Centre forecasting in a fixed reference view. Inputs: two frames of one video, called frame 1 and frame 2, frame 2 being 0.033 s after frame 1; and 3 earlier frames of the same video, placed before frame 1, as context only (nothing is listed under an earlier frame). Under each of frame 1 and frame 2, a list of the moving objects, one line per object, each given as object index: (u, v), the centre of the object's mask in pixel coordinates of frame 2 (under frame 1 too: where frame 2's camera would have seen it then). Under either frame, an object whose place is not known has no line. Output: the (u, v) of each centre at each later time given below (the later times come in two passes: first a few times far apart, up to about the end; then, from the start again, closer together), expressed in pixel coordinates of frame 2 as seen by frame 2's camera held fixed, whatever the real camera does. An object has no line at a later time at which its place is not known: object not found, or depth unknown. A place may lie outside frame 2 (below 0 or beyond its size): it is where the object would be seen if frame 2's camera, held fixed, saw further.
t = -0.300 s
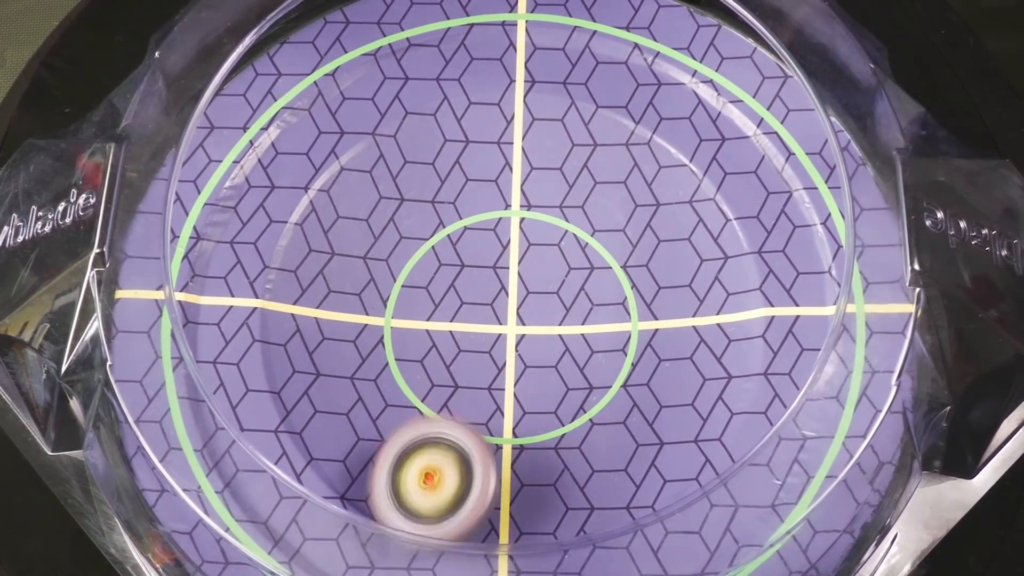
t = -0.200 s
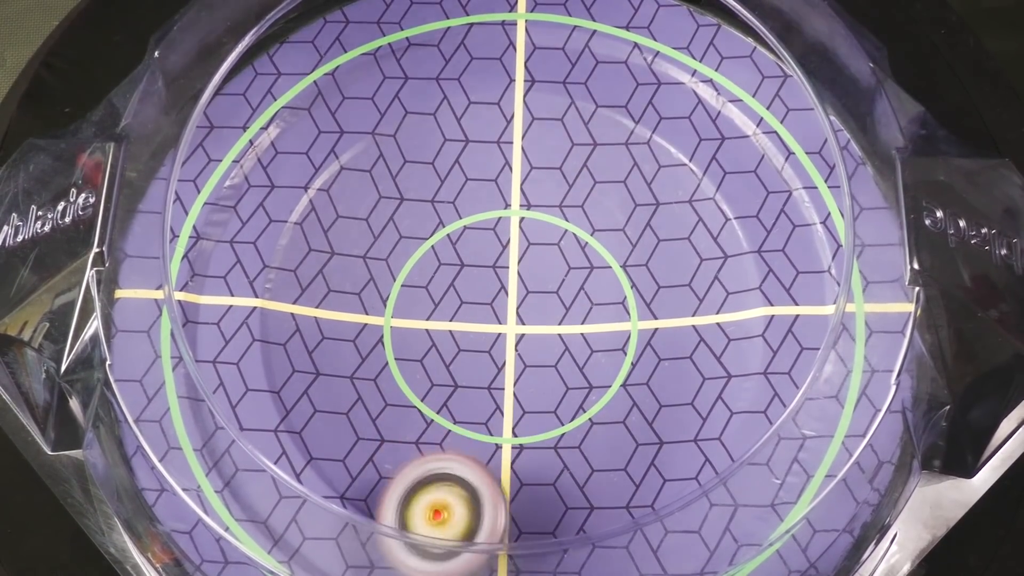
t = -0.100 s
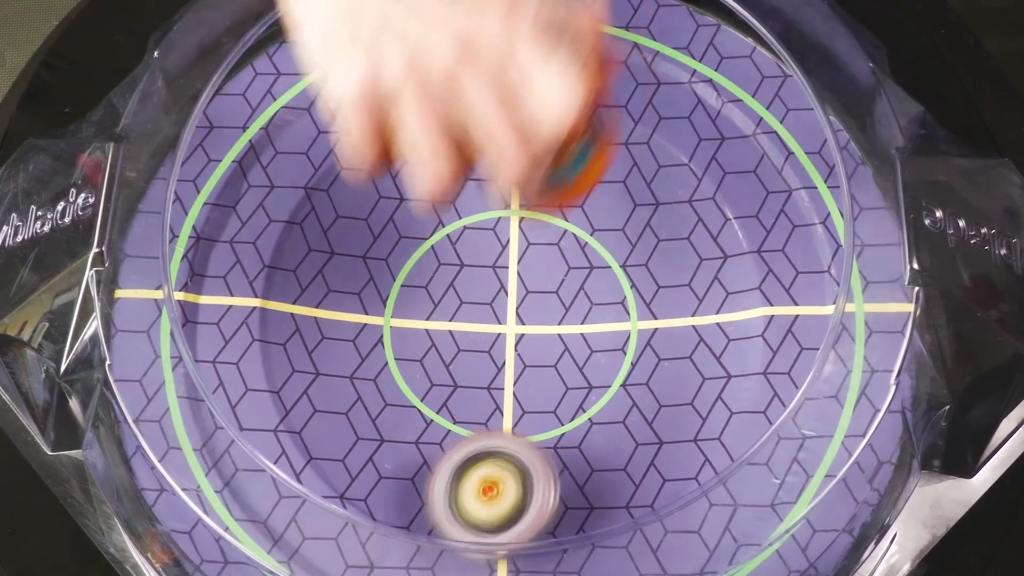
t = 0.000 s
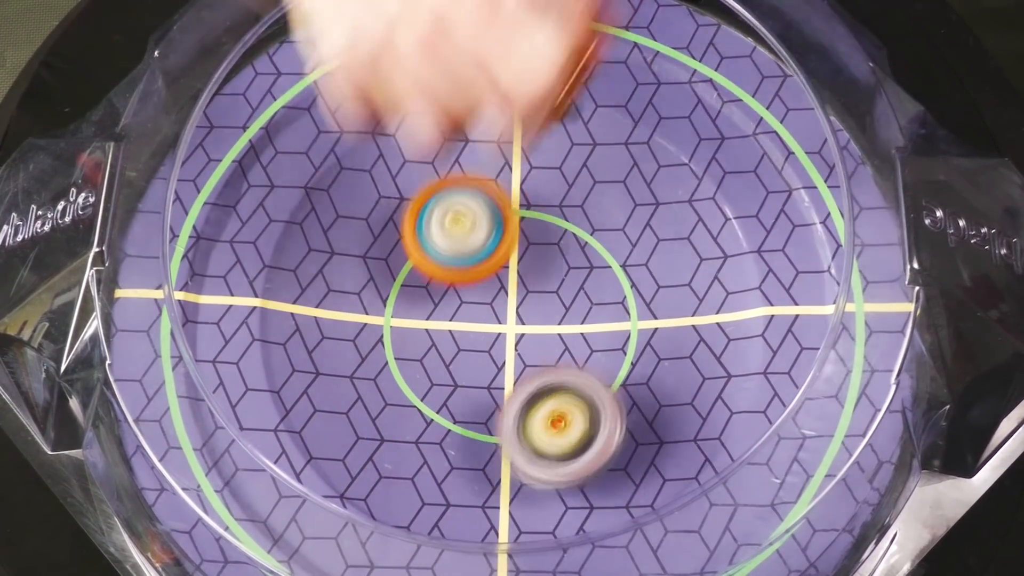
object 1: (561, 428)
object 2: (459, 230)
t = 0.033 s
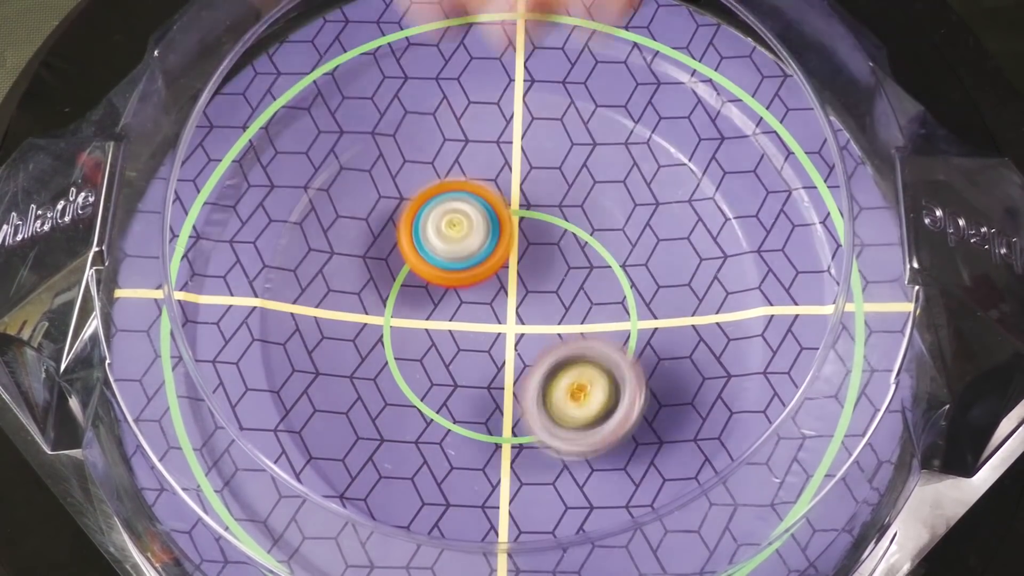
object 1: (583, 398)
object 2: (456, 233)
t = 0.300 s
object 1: (611, 197)
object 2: (500, 347)
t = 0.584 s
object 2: (598, 300)
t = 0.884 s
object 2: (441, 242)
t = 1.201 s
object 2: (557, 469)
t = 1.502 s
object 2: (769, 180)
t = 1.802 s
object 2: (568, 31)
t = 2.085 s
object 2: (376, 106)
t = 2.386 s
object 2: (274, 153)
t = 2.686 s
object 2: (346, 339)
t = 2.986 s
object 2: (729, 358)
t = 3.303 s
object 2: (678, 78)
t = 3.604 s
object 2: (471, 59)
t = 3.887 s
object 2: (348, 165)
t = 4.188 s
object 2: (471, 456)
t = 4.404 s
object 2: (771, 304)
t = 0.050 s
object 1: (592, 382)
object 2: (455, 233)
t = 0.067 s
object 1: (601, 366)
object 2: (455, 236)
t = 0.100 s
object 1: (618, 334)
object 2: (456, 249)
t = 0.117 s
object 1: (624, 317)
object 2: (457, 259)
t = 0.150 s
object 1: (636, 285)
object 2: (463, 271)
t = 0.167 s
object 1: (638, 271)
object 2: (467, 278)
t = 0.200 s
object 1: (641, 245)
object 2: (474, 296)
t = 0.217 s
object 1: (639, 234)
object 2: (477, 304)
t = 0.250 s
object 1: (632, 215)
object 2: (485, 323)
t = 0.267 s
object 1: (625, 208)
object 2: (490, 332)
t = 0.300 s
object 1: (611, 197)
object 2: (500, 347)
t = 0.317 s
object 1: (602, 195)
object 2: (506, 353)
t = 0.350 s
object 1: (580, 194)
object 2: (519, 361)
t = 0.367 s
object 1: (567, 196)
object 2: (526, 364)
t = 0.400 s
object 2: (542, 367)
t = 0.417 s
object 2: (551, 366)
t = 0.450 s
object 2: (566, 361)
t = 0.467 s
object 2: (573, 356)
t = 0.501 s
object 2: (584, 344)
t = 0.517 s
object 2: (589, 337)
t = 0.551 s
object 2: (596, 320)
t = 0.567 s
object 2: (598, 310)
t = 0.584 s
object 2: (598, 300)
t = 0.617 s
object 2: (596, 280)
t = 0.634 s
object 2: (593, 271)
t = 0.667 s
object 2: (583, 253)
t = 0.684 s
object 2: (576, 245)
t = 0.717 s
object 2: (558, 231)
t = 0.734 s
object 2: (548, 225)
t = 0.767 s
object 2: (524, 218)
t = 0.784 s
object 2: (512, 217)
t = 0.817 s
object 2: (486, 219)
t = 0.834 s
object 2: (474, 222)
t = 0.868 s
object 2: (451, 234)
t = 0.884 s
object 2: (441, 242)
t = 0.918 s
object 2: (423, 262)
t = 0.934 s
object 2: (416, 274)
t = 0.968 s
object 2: (407, 301)
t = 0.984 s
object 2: (405, 316)
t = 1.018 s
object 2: (406, 345)
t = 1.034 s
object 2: (411, 361)
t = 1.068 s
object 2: (425, 391)
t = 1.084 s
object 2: (435, 404)
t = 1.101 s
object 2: (446, 418)
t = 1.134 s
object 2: (477, 442)
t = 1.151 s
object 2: (495, 452)
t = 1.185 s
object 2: (535, 466)
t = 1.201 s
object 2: (557, 469)
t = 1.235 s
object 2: (598, 469)
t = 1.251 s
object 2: (618, 466)
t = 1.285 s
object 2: (655, 452)
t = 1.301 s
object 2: (674, 441)
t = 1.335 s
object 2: (710, 412)
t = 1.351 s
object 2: (726, 392)
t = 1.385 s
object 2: (752, 345)
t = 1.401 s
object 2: (758, 320)
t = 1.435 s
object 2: (767, 267)
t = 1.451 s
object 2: (769, 243)
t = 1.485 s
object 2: (769, 199)
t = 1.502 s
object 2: (769, 180)
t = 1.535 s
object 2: (766, 144)
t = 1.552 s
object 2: (761, 127)
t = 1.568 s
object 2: (754, 111)
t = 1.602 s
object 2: (736, 84)
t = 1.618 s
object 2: (724, 72)
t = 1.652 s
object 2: (698, 51)
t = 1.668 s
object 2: (685, 45)
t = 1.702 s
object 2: (658, 37)
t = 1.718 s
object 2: (645, 35)
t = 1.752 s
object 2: (617, 32)
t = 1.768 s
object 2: (601, 31)
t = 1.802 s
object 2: (568, 31)
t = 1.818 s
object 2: (550, 32)
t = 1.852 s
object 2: (513, 37)
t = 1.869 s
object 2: (498, 39)
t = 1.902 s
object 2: (467, 46)
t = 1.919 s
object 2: (455, 50)
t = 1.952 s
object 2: (434, 61)
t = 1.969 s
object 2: (425, 66)
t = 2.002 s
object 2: (408, 77)
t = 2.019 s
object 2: (401, 83)
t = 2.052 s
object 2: (388, 95)
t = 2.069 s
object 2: (382, 100)
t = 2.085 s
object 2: (376, 106)
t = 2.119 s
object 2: (362, 102)
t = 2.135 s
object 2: (354, 100)
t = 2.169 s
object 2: (338, 95)
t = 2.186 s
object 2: (330, 95)
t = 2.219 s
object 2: (314, 94)
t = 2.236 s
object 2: (308, 94)
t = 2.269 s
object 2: (295, 101)
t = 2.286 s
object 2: (290, 108)
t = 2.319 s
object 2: (283, 122)
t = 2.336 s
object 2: (280, 129)
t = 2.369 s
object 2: (276, 145)
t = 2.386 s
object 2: (274, 153)
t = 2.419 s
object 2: (271, 167)
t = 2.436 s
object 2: (272, 174)
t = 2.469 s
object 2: (272, 189)
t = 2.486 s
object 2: (272, 197)
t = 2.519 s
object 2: (273, 210)
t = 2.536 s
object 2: (275, 217)
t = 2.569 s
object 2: (282, 236)
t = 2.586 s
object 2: (288, 247)
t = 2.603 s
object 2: (295, 259)
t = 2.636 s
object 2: (312, 288)
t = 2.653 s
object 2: (322, 304)
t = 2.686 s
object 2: (346, 339)
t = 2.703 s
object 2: (360, 356)
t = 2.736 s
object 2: (394, 389)
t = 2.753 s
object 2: (412, 405)
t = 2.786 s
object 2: (454, 428)
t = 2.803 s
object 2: (478, 436)
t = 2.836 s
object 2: (529, 446)
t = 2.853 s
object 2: (555, 445)
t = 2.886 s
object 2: (604, 436)
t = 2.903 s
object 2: (629, 429)
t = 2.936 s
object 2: (674, 406)
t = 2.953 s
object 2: (693, 392)
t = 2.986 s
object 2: (729, 358)
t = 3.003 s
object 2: (745, 338)
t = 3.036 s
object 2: (766, 295)
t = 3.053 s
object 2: (772, 274)
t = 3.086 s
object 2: (781, 236)
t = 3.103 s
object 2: (784, 218)
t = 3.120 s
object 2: (785, 201)
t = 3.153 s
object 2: (783, 170)
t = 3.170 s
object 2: (779, 155)
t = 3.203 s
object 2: (765, 130)
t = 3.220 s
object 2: (754, 118)
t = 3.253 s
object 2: (725, 100)
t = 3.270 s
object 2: (709, 92)
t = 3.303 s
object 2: (678, 78)
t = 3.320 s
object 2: (664, 72)
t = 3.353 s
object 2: (636, 62)
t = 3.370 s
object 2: (623, 58)
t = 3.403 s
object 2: (598, 52)
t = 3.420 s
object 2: (586, 50)
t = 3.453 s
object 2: (563, 48)
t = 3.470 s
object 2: (550, 48)
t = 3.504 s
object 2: (528, 49)
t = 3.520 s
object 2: (518, 50)
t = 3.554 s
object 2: (499, 52)
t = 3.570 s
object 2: (489, 54)
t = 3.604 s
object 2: (471, 59)
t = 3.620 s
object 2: (461, 62)
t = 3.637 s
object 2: (454, 65)
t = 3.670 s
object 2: (438, 72)
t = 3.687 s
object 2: (431, 75)
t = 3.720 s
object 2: (417, 83)
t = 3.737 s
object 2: (410, 87)
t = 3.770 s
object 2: (398, 95)
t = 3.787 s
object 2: (393, 99)
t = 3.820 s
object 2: (383, 113)
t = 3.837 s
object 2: (378, 122)
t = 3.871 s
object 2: (359, 149)
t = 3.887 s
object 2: (348, 165)
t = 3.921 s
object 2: (328, 198)
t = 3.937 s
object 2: (320, 217)
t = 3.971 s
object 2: (310, 255)
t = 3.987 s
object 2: (307, 276)
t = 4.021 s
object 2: (312, 318)
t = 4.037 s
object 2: (318, 339)
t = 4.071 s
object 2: (336, 376)
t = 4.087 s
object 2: (351, 392)
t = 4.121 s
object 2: (385, 421)
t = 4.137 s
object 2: (404, 433)
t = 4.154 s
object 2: (426, 442)
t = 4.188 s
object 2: (471, 456)
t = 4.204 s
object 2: (497, 459)
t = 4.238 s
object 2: (551, 457)
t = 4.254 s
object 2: (577, 453)
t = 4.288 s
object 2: (630, 435)
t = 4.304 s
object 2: (656, 423)
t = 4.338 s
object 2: (701, 391)
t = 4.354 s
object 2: (721, 372)
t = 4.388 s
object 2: (756, 327)
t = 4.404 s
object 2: (771, 304)
